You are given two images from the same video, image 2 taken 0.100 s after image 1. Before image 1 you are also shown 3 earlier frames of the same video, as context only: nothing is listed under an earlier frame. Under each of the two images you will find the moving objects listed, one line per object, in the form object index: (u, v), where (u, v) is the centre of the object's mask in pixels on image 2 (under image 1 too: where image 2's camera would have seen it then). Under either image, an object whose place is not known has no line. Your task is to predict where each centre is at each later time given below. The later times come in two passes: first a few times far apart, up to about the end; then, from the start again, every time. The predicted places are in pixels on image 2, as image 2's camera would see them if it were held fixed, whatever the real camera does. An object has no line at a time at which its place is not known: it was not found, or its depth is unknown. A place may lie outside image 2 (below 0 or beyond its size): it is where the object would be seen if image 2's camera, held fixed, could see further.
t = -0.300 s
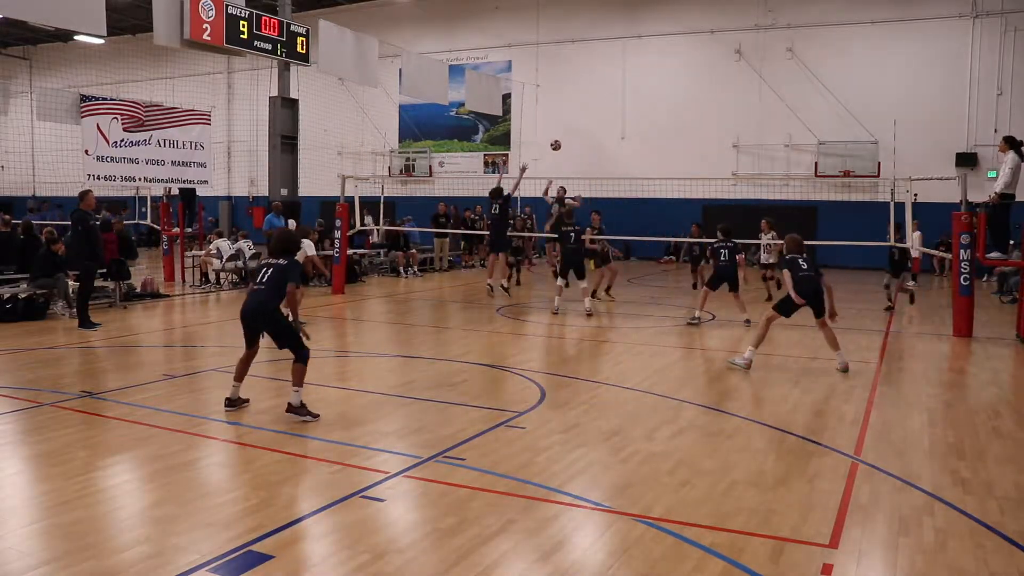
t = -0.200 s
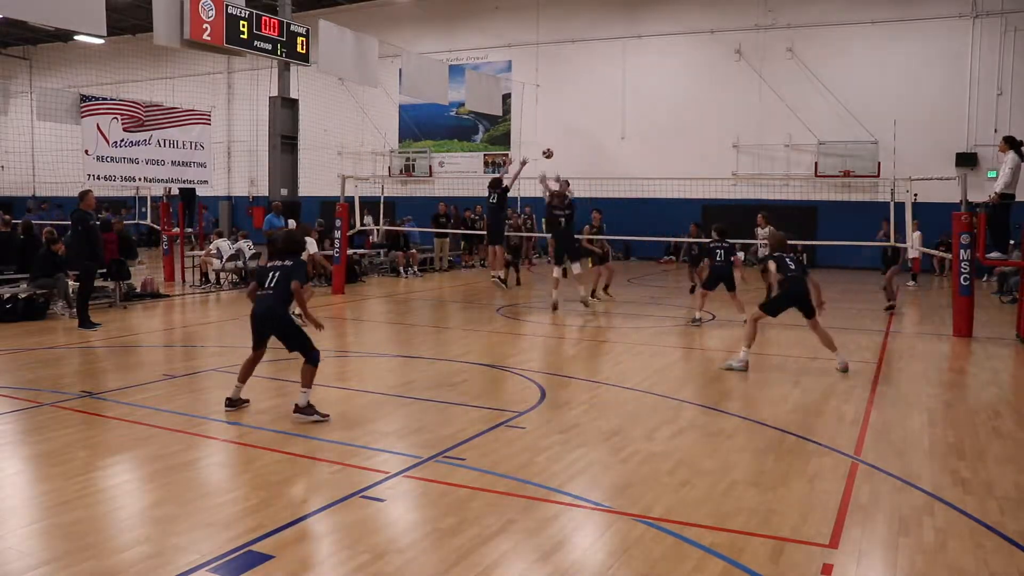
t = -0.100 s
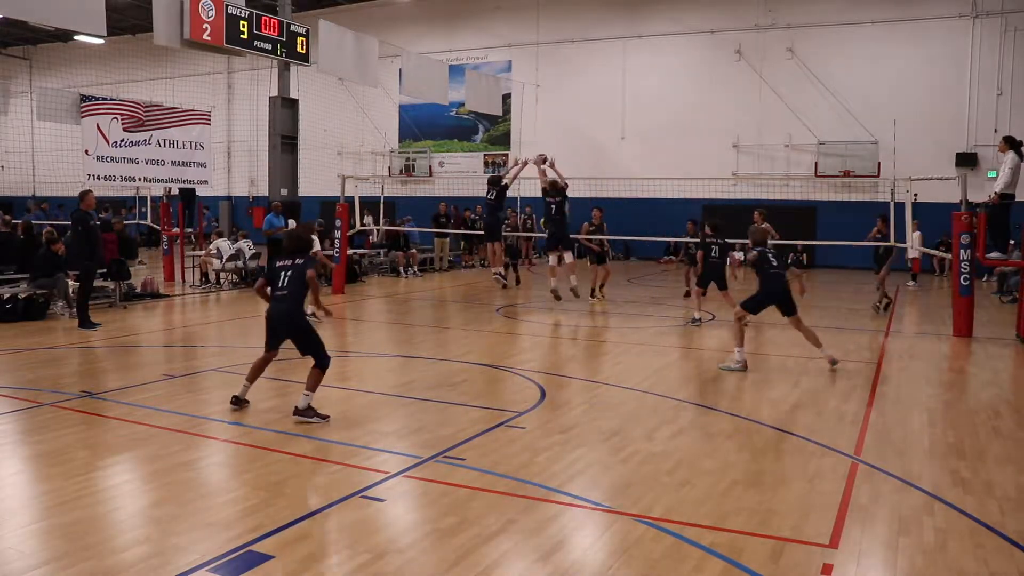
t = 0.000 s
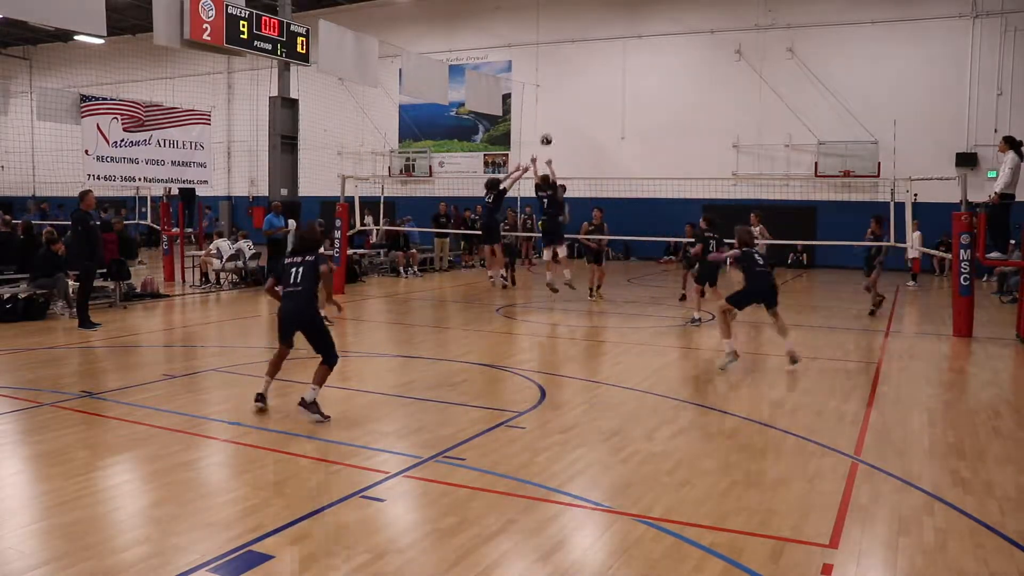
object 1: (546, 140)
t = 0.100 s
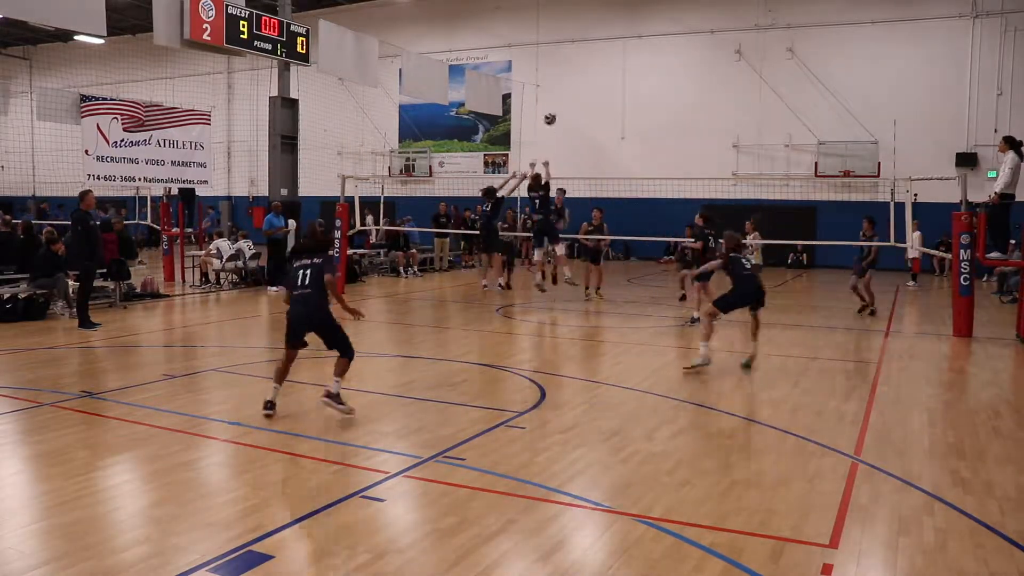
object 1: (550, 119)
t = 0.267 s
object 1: (556, 97)
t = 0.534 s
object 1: (565, 95)
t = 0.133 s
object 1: (551, 113)
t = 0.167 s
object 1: (552, 108)
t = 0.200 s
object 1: (553, 104)
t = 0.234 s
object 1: (555, 100)
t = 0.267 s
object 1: (556, 97)
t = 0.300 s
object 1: (557, 94)
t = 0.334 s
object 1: (558, 93)
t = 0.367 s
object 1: (559, 92)
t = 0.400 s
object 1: (560, 91)
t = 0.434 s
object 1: (561, 91)
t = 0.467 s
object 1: (563, 92)
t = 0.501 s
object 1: (564, 93)
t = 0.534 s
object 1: (565, 95)
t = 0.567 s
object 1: (566, 98)
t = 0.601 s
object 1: (567, 101)
